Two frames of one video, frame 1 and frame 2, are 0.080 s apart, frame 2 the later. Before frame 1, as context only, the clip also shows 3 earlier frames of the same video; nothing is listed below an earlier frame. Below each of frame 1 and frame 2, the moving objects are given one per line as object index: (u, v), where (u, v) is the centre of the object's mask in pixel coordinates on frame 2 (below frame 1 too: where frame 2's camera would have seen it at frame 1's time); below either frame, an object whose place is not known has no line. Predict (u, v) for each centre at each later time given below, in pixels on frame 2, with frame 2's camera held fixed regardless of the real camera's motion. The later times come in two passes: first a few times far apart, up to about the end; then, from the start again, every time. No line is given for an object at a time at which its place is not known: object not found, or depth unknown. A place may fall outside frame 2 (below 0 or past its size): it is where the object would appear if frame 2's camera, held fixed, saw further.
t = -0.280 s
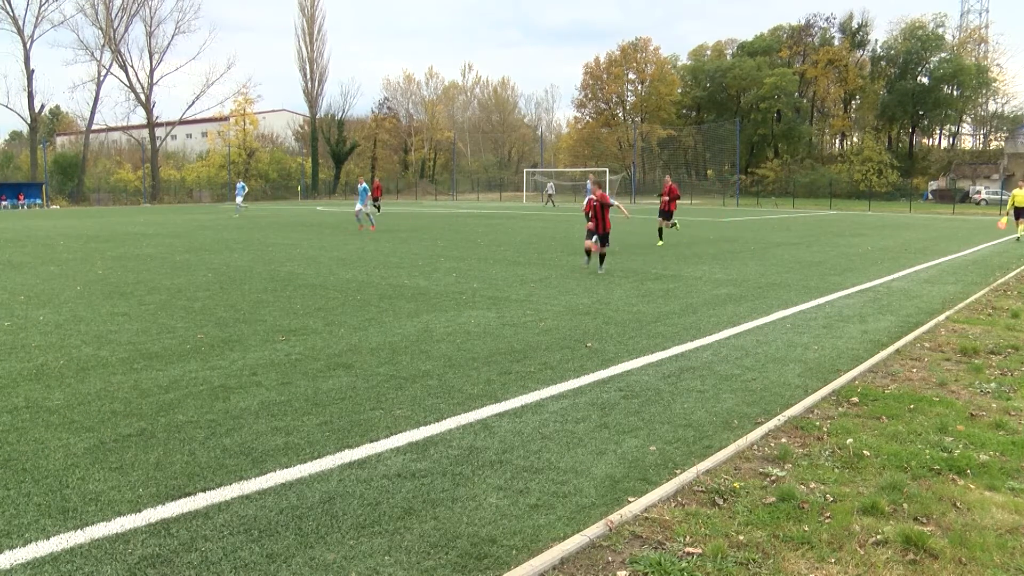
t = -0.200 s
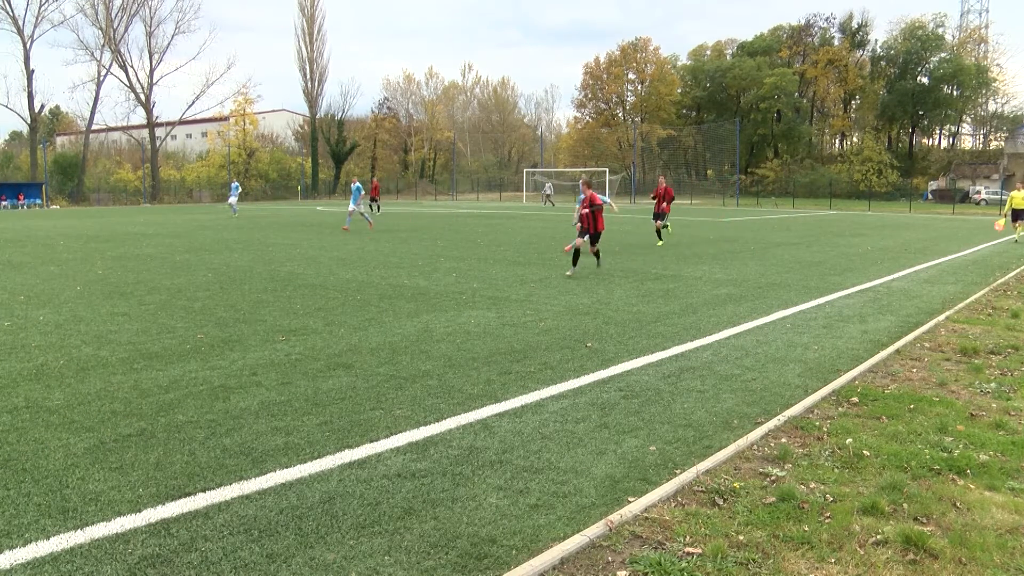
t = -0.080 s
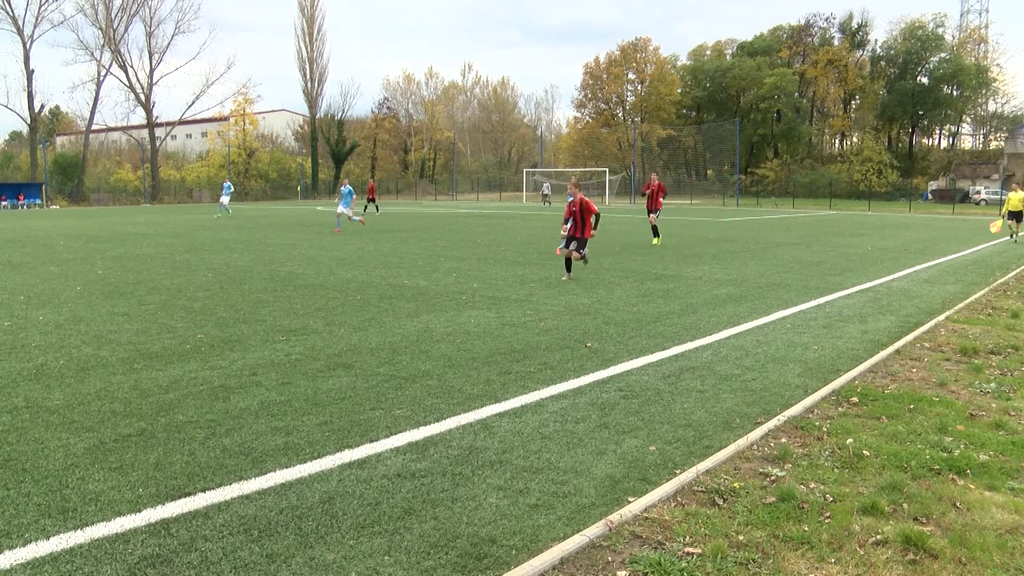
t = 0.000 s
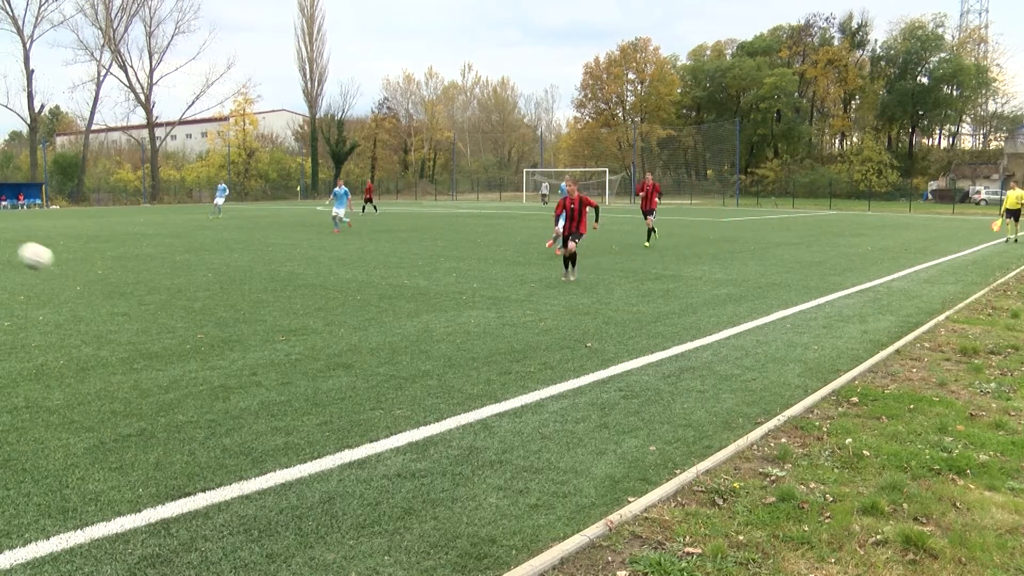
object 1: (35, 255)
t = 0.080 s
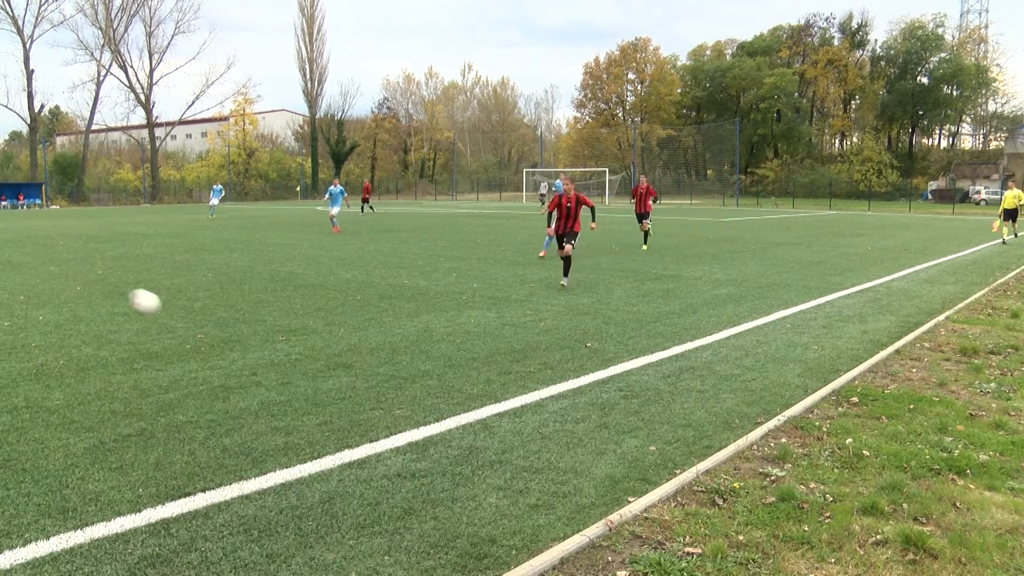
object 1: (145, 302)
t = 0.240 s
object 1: (277, 294)
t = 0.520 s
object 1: (408, 212)
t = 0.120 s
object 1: (196, 326)
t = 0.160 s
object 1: (235, 337)
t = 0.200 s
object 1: (255, 313)
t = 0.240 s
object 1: (277, 294)
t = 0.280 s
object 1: (297, 275)
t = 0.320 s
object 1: (316, 259)
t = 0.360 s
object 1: (336, 246)
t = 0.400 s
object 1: (354, 235)
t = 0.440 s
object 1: (373, 226)
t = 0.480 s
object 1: (390, 218)
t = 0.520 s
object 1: (408, 212)
